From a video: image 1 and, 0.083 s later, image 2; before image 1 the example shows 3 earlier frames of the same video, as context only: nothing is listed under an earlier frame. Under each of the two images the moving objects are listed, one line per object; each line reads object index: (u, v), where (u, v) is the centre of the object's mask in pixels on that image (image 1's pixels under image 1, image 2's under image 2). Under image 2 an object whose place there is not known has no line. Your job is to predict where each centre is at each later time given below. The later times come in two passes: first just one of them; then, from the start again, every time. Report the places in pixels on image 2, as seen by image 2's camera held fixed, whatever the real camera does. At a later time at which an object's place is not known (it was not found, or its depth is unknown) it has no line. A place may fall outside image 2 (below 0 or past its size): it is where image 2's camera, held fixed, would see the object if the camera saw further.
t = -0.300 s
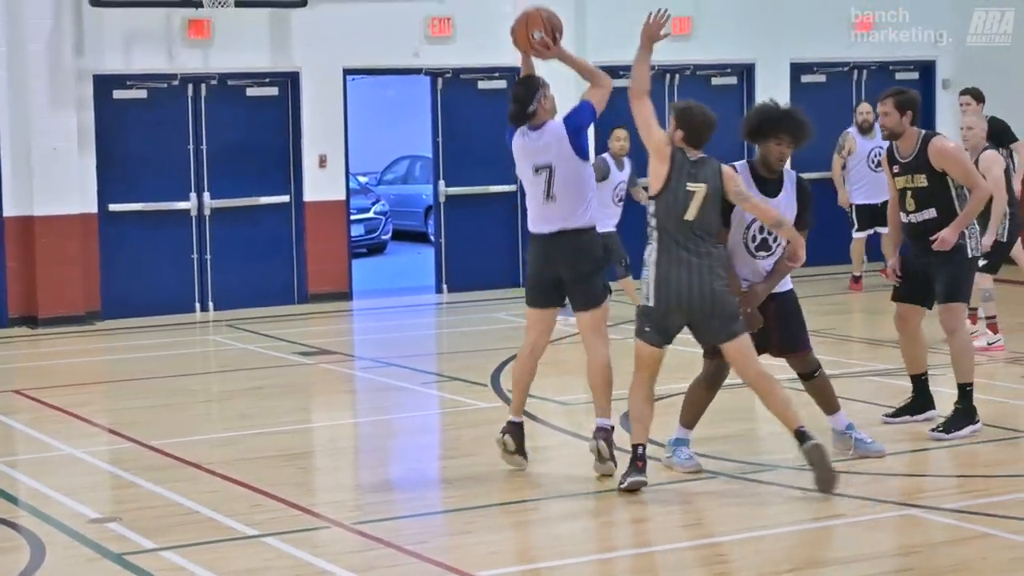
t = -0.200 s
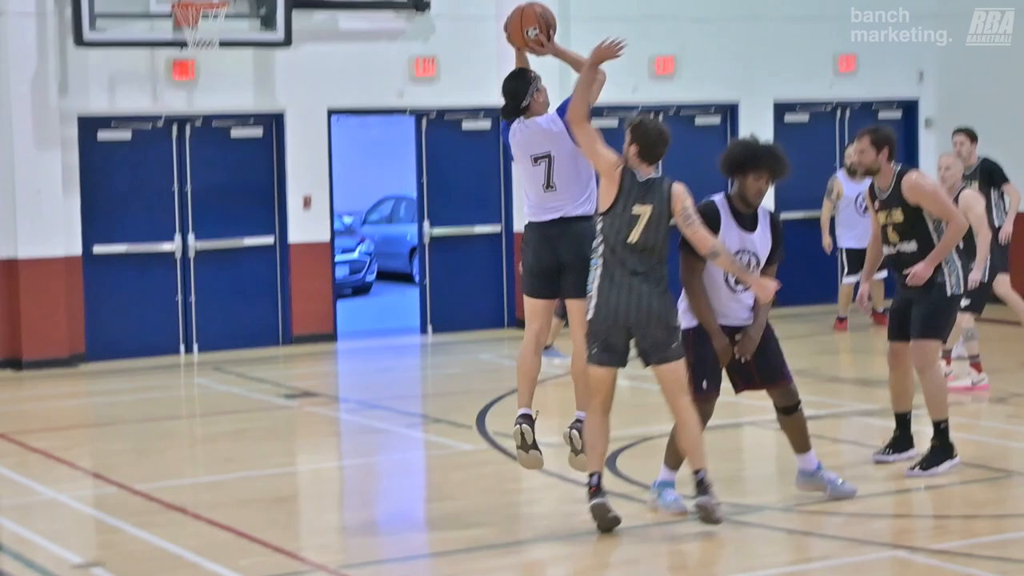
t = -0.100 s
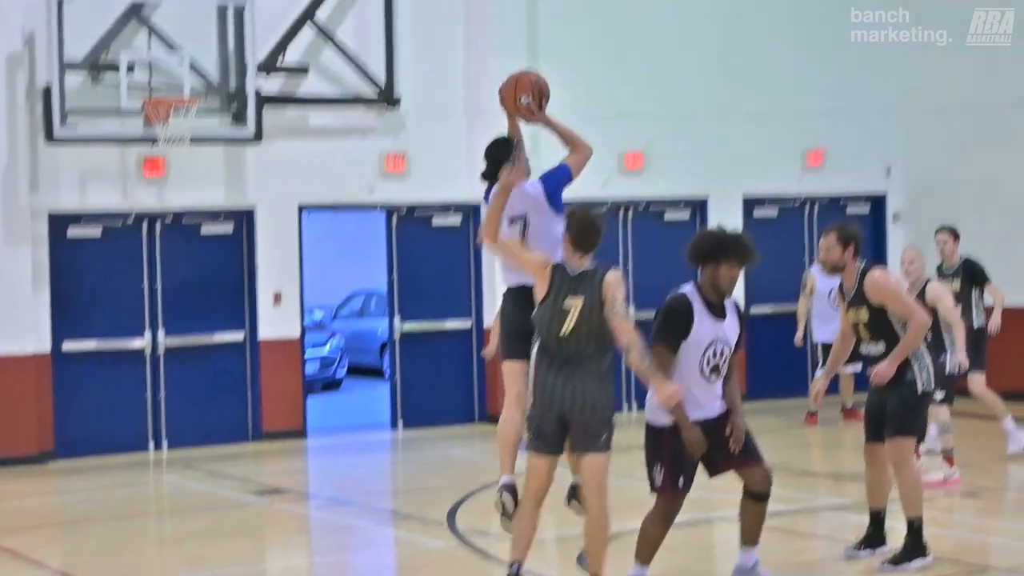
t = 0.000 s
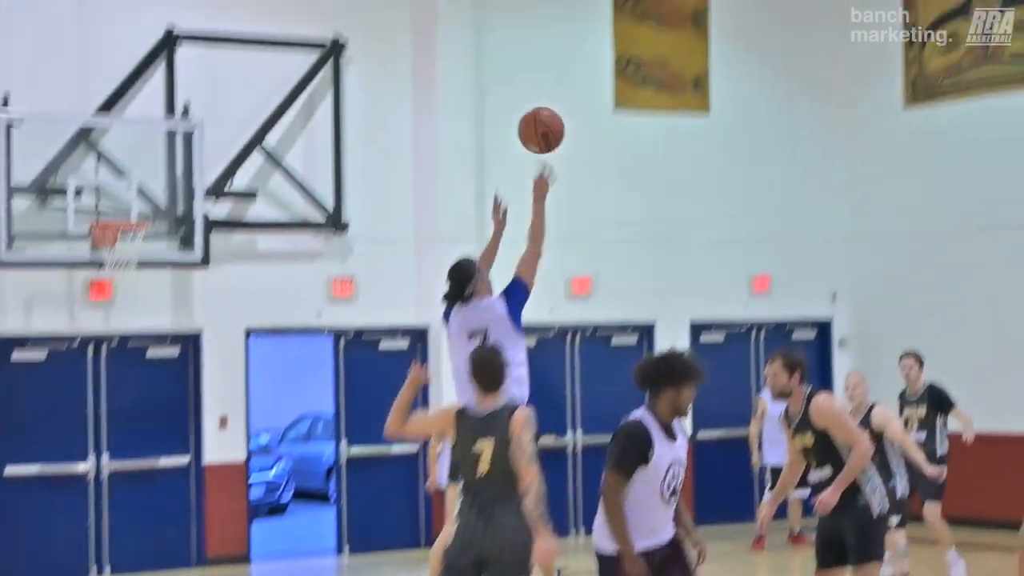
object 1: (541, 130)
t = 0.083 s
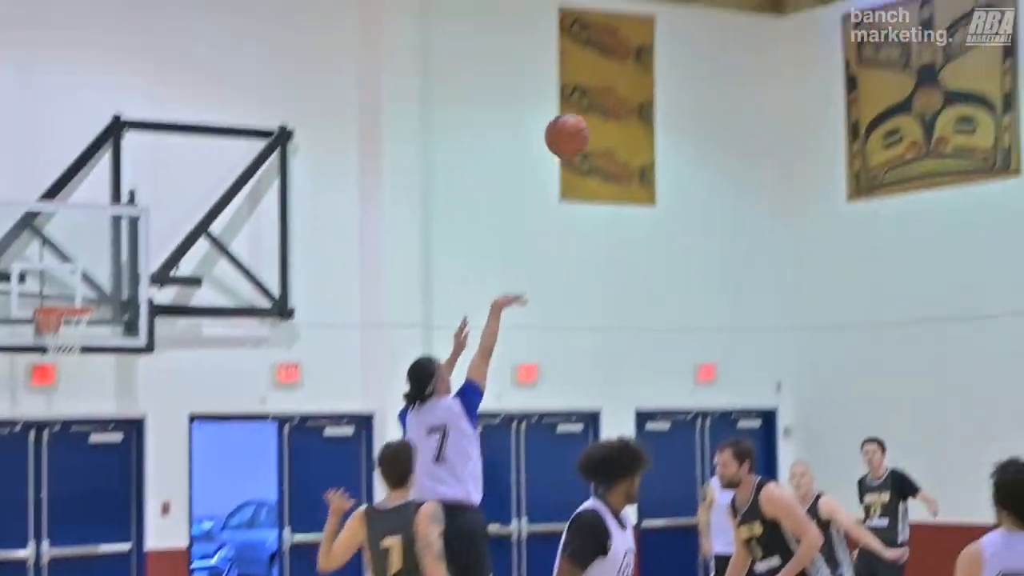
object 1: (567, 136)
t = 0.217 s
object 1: (684, 38)
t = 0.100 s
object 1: (582, 120)
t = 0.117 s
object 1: (597, 106)
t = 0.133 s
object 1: (612, 95)
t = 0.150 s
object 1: (627, 81)
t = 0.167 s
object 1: (641, 69)
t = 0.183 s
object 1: (655, 59)
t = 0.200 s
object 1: (670, 47)
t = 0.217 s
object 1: (684, 38)
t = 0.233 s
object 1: (698, 28)
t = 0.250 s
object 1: (712, 18)
